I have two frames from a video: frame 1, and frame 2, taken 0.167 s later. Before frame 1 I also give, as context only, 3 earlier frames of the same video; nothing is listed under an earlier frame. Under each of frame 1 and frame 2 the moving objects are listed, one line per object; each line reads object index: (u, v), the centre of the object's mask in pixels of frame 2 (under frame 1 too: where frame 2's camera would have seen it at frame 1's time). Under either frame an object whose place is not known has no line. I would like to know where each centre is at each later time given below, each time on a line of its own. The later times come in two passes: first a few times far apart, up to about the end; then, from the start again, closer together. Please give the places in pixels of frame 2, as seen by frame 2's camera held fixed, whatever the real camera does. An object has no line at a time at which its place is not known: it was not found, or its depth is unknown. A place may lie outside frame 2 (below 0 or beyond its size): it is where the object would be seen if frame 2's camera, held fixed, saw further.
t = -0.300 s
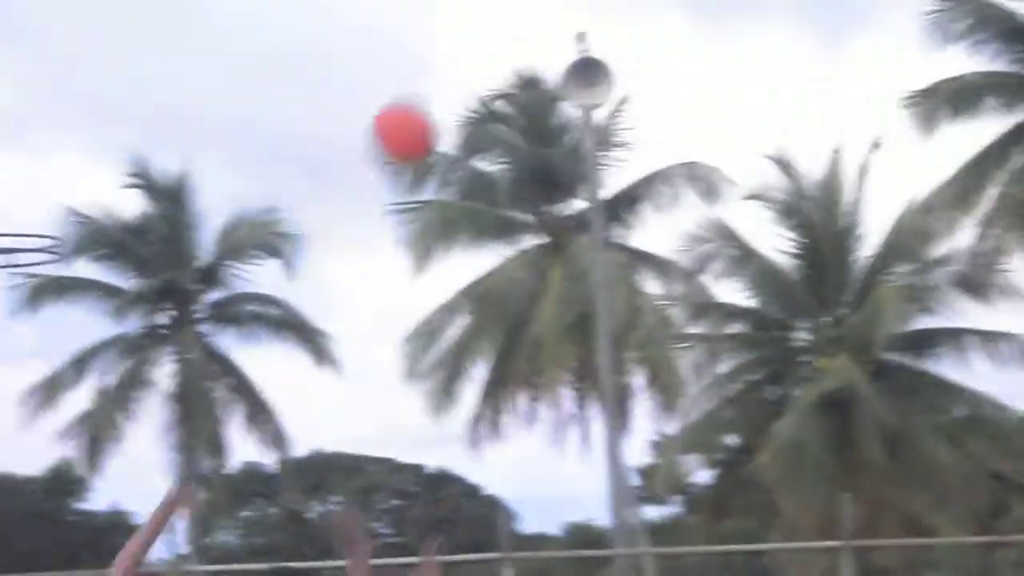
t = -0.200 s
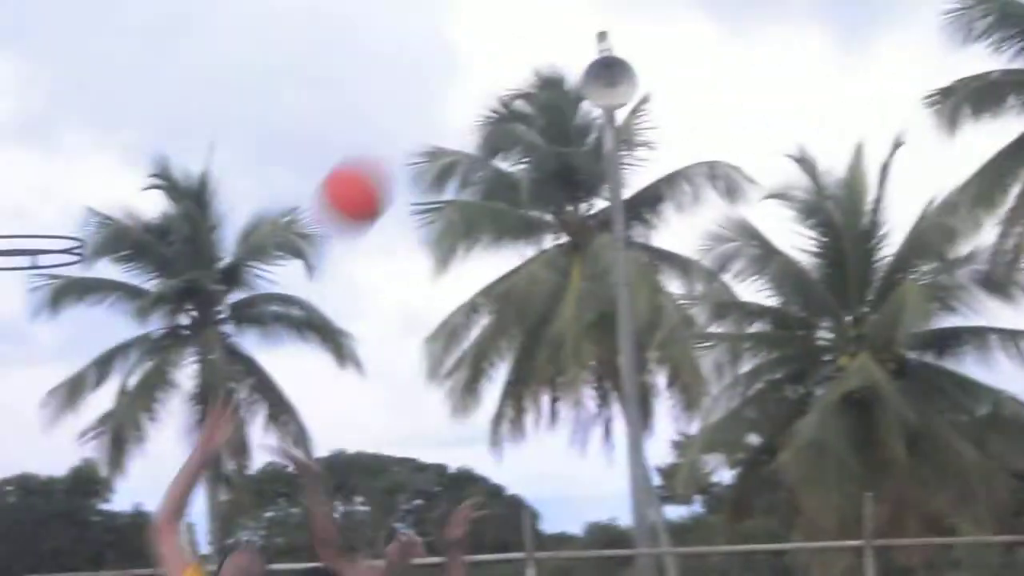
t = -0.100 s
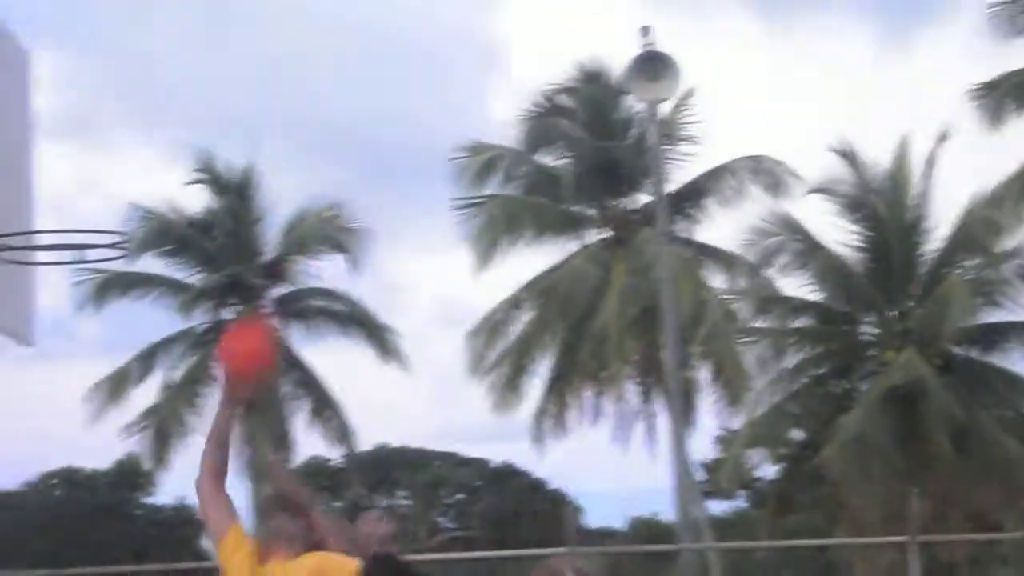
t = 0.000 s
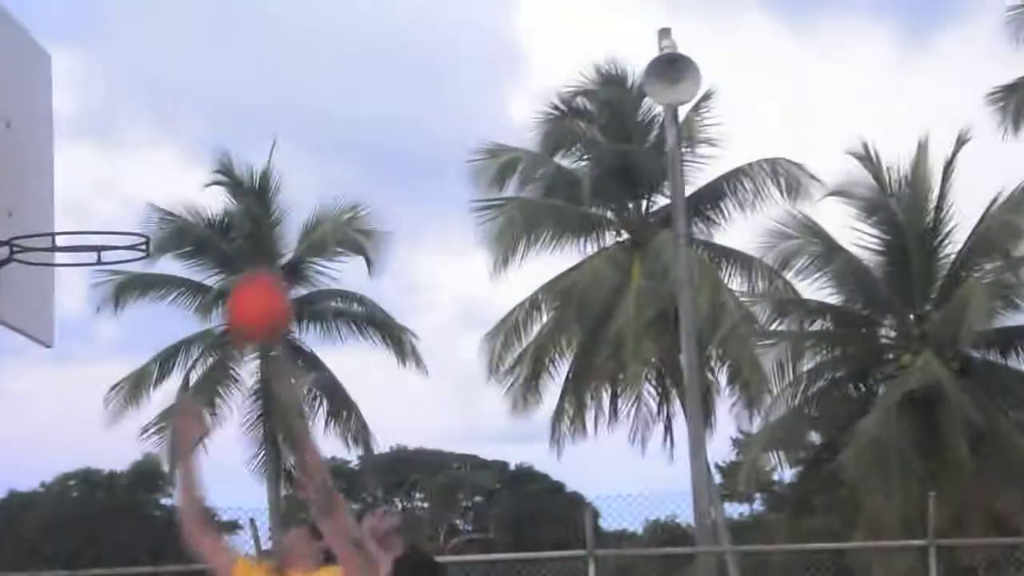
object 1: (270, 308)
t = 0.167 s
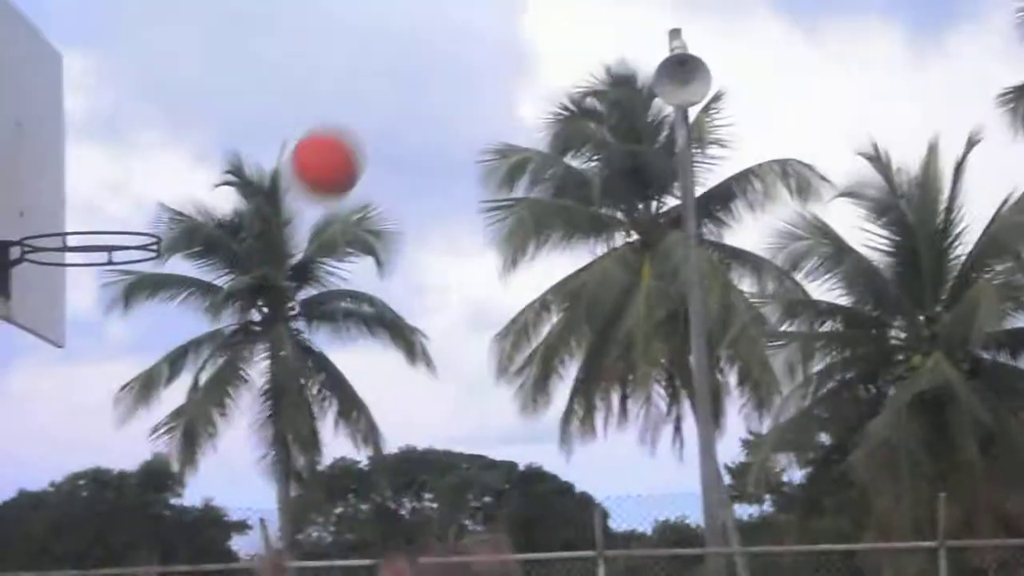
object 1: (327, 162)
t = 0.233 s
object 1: (347, 128)
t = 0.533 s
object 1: (454, 116)
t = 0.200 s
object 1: (337, 145)
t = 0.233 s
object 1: (347, 128)
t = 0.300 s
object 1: (370, 103)
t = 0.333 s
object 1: (381, 96)
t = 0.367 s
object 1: (394, 90)
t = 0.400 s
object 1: (407, 89)
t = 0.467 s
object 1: (430, 97)
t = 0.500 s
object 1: (442, 105)
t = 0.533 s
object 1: (454, 116)
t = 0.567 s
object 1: (467, 133)
